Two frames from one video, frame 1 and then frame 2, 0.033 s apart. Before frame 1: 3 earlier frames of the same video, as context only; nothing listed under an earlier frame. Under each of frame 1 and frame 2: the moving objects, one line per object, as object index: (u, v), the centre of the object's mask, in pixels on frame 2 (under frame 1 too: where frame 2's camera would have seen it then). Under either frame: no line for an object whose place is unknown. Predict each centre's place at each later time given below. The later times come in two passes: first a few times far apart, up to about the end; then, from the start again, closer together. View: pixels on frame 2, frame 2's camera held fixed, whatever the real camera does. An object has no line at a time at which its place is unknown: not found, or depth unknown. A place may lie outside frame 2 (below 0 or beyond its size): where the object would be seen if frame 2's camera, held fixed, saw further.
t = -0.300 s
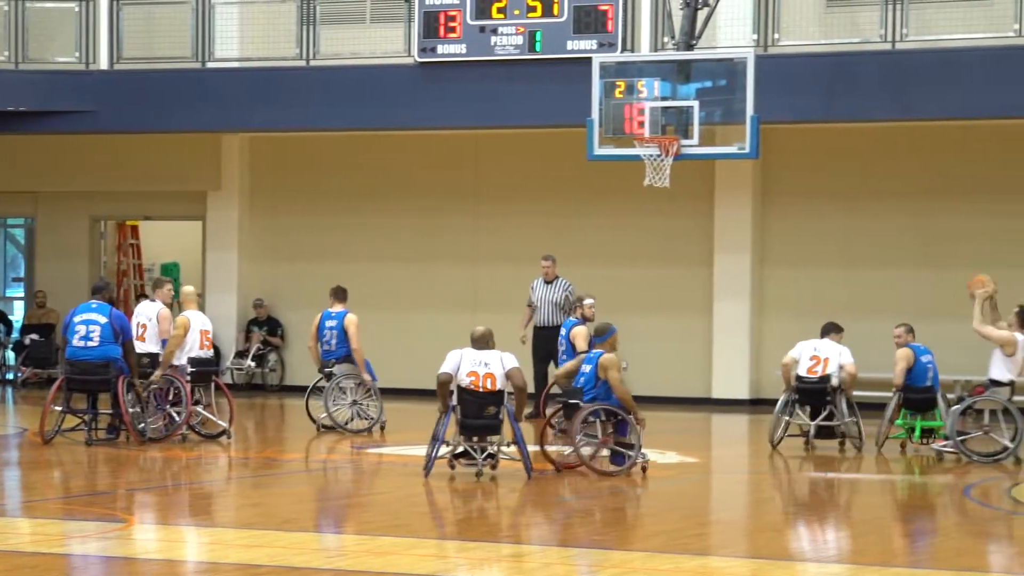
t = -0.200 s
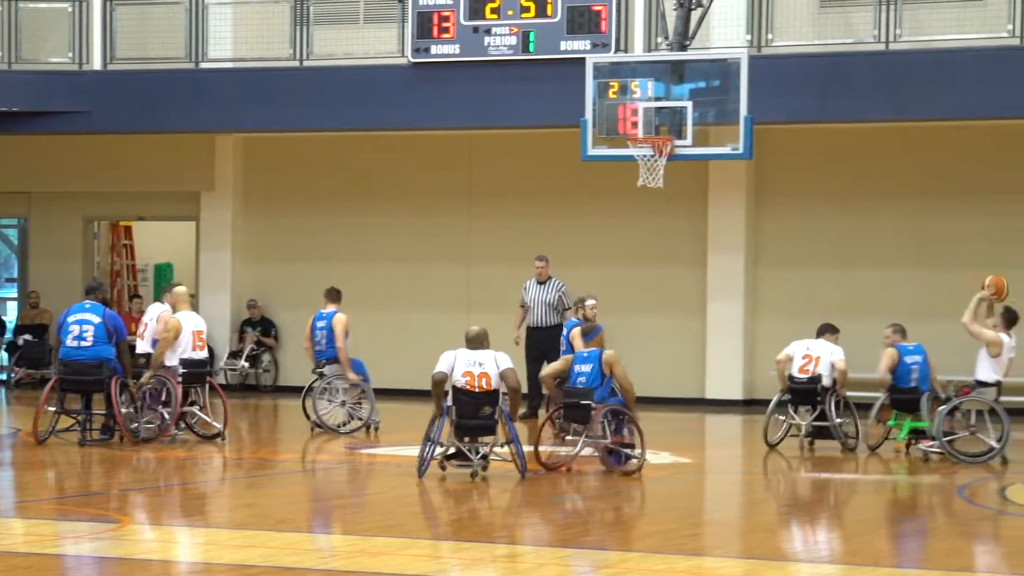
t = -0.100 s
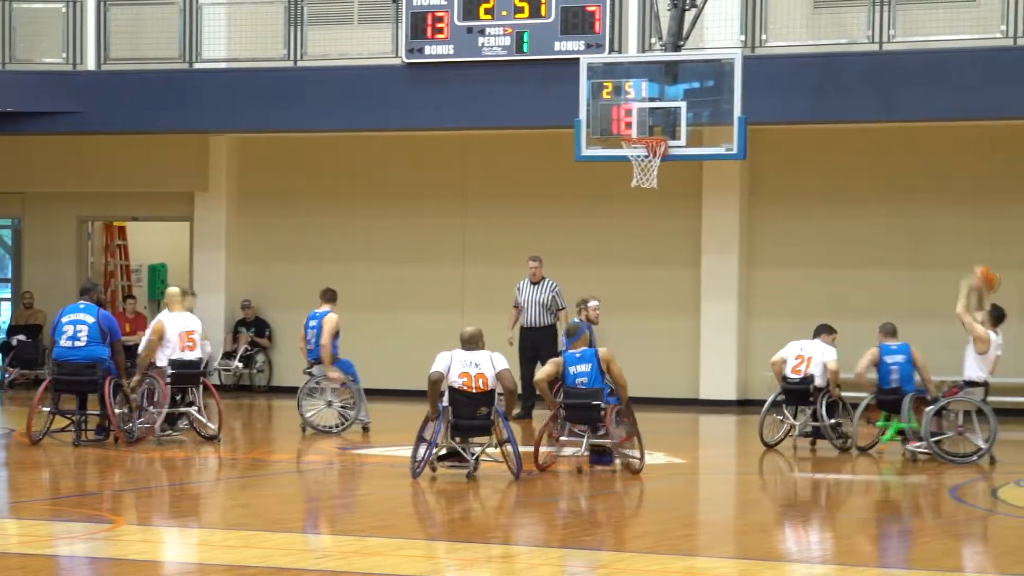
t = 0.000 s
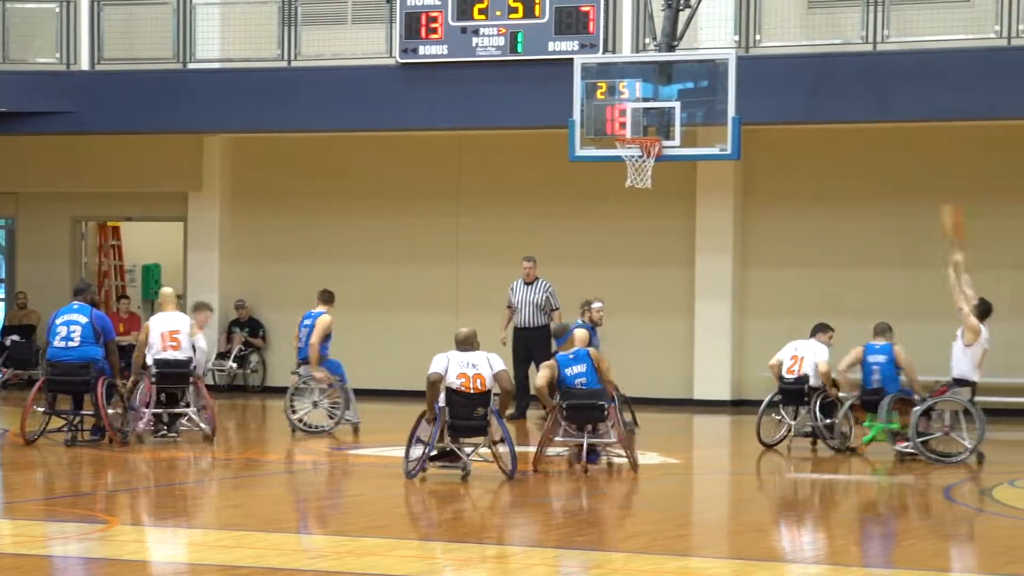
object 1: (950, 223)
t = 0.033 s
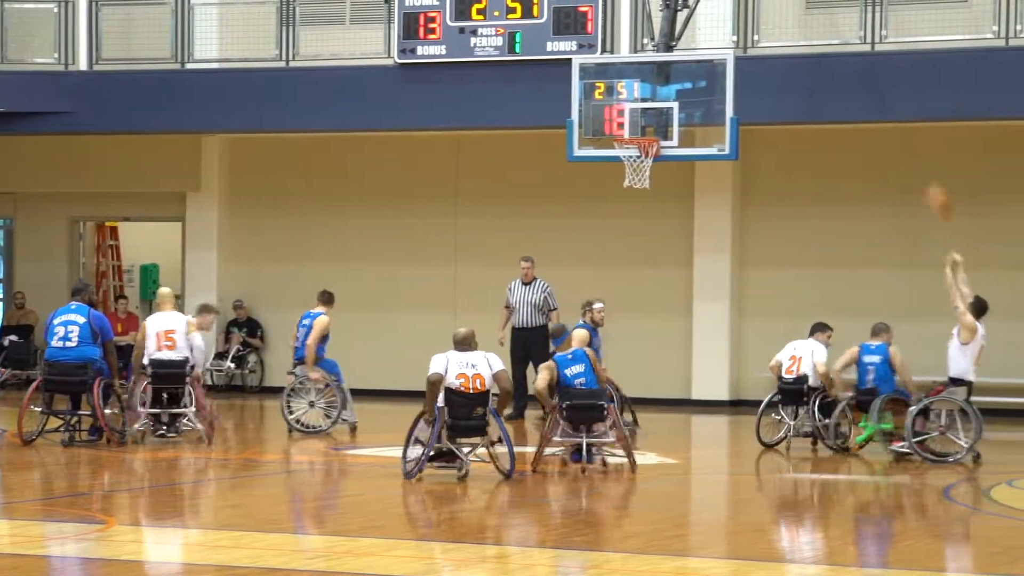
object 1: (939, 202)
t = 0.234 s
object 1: (868, 104)
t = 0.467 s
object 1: (792, 50)
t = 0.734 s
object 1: (711, 58)
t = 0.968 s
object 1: (646, 118)
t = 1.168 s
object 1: (636, 195)
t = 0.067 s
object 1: (926, 182)
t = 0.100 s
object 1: (914, 165)
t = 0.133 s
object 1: (902, 147)
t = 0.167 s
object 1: (891, 132)
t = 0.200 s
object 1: (879, 116)
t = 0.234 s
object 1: (868, 104)
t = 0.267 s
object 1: (858, 93)
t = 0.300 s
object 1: (847, 83)
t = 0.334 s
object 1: (836, 74)
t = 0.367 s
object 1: (825, 66)
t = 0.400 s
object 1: (814, 61)
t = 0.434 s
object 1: (803, 56)
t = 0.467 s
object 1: (792, 50)
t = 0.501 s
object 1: (783, 48)
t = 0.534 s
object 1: (772, 46)
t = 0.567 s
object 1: (763, 45)
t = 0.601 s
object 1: (752, 45)
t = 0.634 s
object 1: (741, 47)
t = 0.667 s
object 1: (733, 49)
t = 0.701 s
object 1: (723, 53)
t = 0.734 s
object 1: (711, 58)
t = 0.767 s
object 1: (701, 64)
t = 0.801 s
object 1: (692, 71)
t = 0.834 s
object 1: (683, 77)
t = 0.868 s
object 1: (673, 85)
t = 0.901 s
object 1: (663, 95)
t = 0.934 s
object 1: (654, 106)
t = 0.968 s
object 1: (646, 118)
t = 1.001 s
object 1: (640, 129)
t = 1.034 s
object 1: (625, 145)
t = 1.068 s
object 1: (627, 155)
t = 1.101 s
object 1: (631, 165)
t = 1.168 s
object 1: (636, 195)
